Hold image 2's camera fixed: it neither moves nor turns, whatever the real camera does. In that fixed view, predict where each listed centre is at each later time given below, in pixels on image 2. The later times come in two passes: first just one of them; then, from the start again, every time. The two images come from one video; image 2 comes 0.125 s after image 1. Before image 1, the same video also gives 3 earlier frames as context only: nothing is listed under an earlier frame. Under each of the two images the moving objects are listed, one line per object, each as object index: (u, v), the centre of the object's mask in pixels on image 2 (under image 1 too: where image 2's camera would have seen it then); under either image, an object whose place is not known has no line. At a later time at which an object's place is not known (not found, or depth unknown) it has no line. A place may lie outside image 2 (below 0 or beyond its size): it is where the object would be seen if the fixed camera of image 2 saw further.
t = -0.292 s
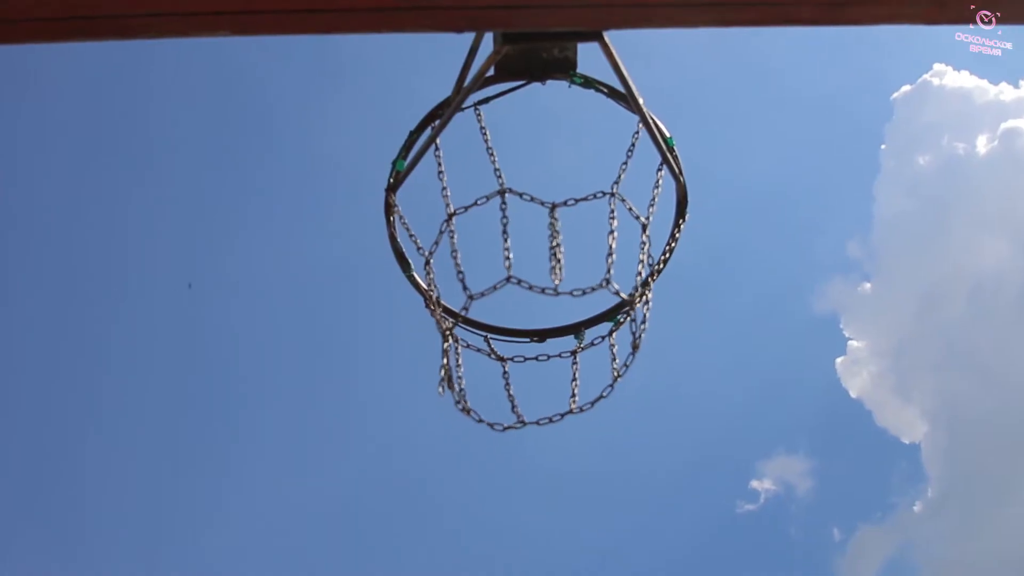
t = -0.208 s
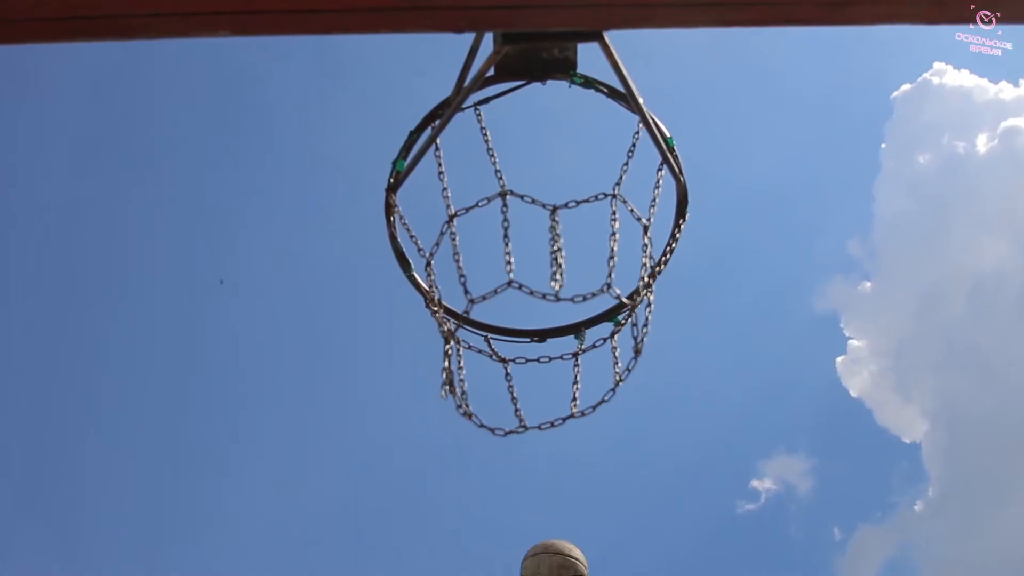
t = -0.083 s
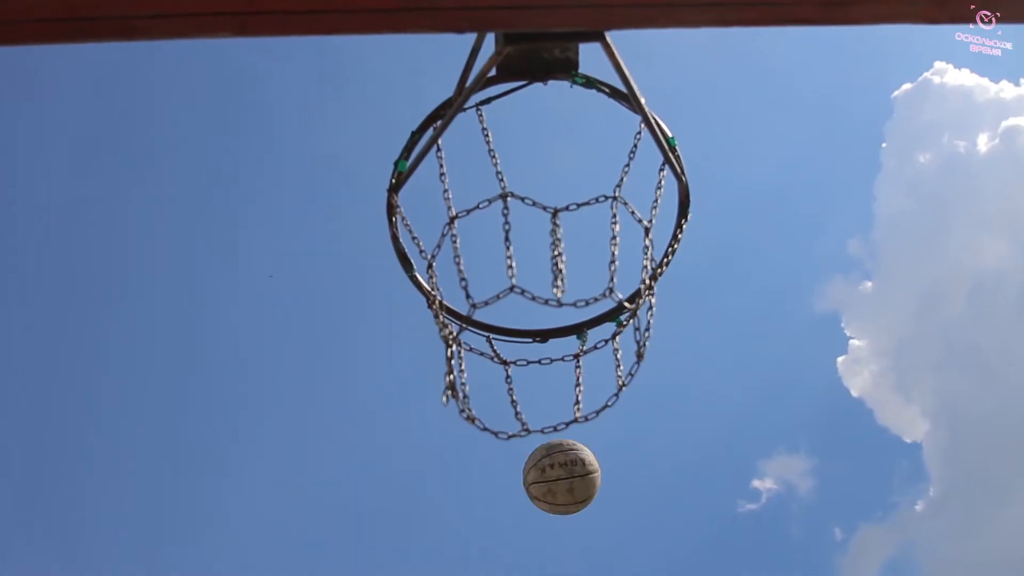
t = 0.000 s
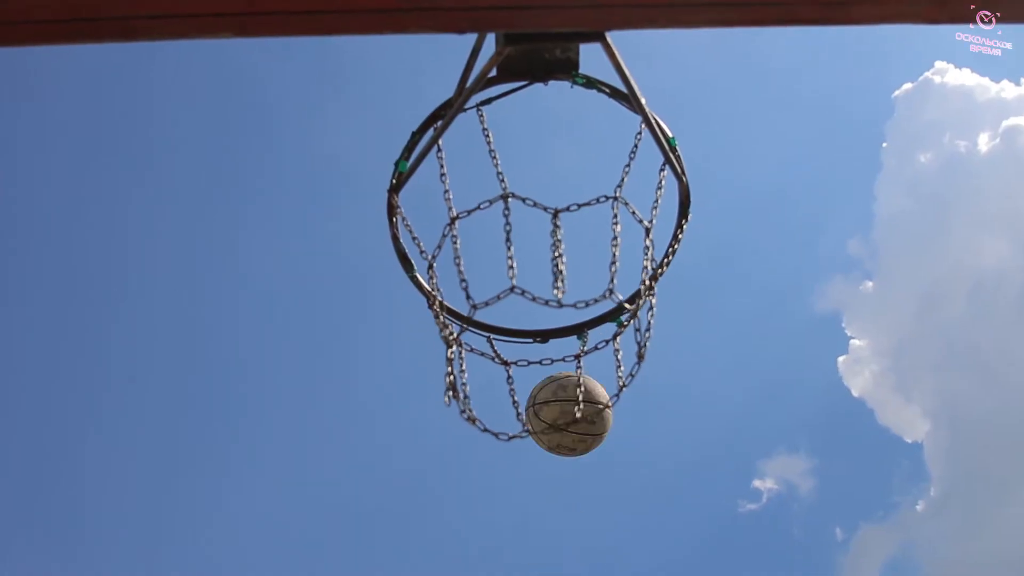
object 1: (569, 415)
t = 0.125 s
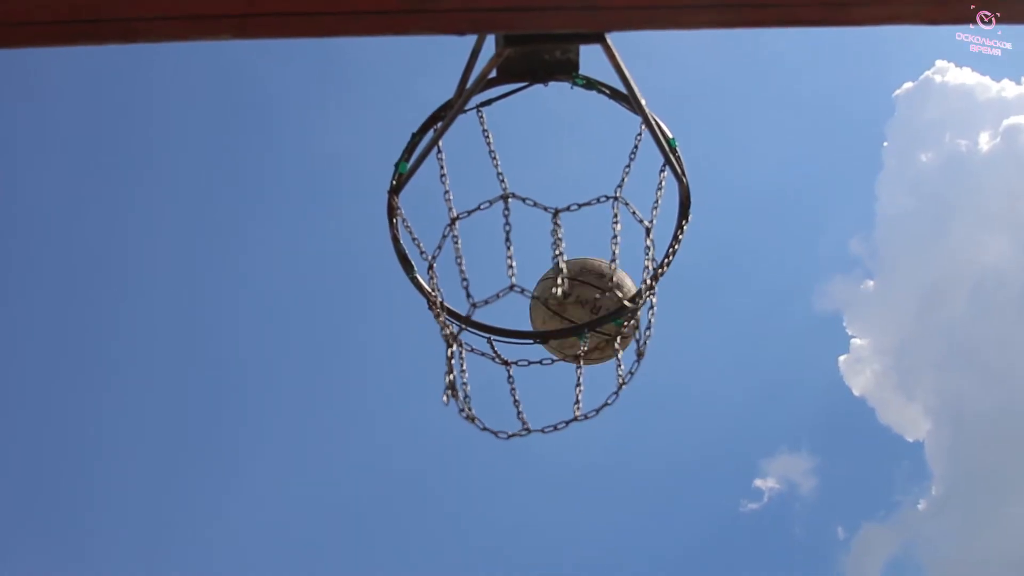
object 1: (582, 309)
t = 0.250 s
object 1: (568, 194)
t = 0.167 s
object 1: (588, 268)
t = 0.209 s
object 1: (596, 219)
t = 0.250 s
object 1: (568, 194)
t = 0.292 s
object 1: (488, 206)
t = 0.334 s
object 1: (453, 225)
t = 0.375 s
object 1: (430, 241)
